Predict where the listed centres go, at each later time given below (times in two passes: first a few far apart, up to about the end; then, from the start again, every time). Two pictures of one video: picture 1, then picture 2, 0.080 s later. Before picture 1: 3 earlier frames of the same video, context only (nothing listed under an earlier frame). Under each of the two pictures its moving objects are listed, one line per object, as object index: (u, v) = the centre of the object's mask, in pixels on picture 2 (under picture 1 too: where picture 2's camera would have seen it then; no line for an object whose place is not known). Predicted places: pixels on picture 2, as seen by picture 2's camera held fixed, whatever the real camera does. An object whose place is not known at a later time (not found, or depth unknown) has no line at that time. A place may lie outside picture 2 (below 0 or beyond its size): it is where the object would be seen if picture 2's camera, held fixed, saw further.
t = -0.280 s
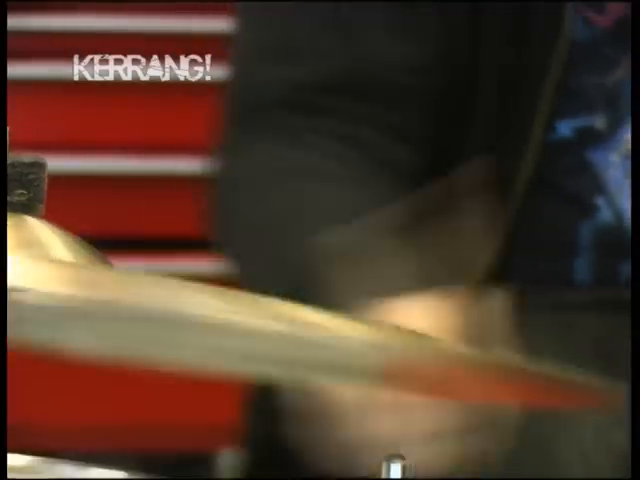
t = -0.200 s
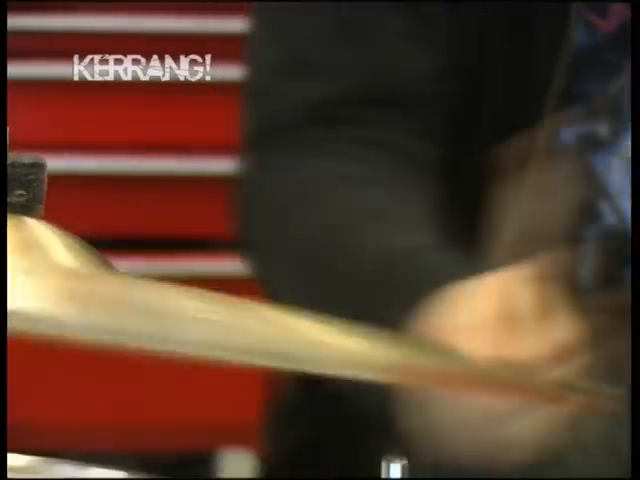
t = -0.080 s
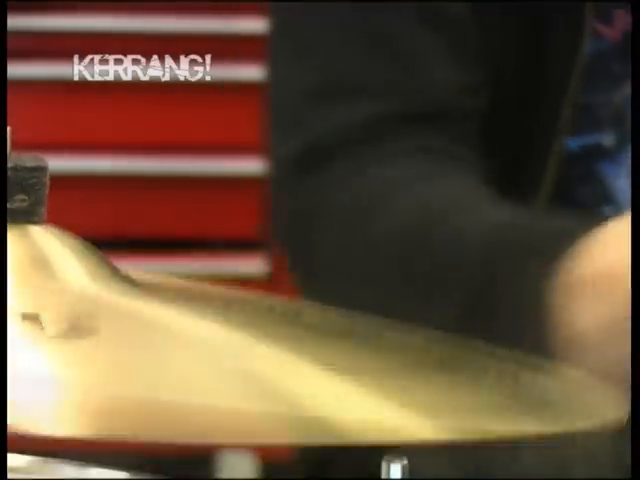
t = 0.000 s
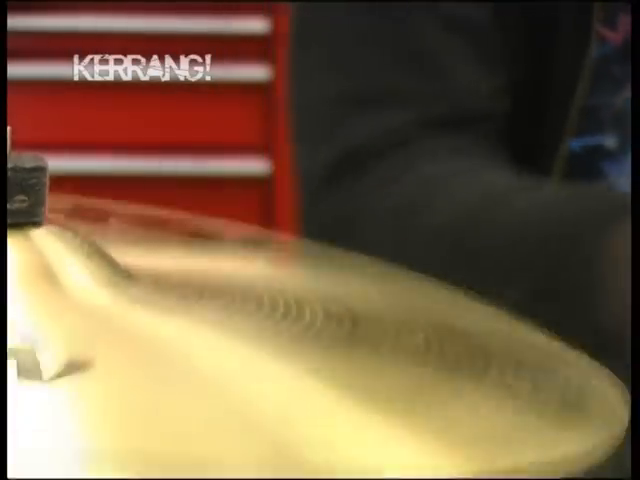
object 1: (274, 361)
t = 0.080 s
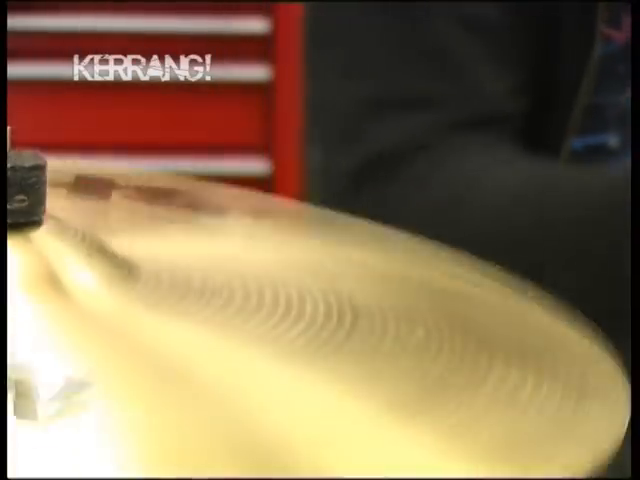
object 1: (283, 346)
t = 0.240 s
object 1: (284, 330)
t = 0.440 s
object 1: (280, 359)
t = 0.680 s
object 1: (241, 343)
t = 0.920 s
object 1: (258, 372)
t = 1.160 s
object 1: (278, 352)
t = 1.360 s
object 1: (281, 349)
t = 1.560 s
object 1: (277, 368)
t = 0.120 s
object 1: (283, 335)
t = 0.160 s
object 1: (283, 331)
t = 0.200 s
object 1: (283, 329)
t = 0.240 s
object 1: (284, 330)
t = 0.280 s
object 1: (284, 331)
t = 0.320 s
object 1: (284, 337)
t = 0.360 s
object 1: (283, 347)
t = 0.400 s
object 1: (284, 350)
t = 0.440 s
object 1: (280, 359)
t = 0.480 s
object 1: (279, 363)
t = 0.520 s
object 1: (273, 372)
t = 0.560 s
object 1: (262, 367)
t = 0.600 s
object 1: (264, 360)
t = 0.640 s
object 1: (254, 348)
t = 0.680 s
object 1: (241, 343)
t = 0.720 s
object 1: (236, 338)
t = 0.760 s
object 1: (240, 341)
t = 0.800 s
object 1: (245, 348)
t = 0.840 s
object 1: (253, 353)
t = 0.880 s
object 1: (256, 362)
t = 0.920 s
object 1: (258, 372)
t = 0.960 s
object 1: (269, 373)
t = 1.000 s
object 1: (273, 375)
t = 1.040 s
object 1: (273, 368)
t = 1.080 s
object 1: (276, 367)
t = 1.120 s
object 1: (277, 358)
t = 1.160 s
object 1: (278, 352)
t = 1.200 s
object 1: (280, 350)
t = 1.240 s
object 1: (281, 349)
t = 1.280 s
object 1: (281, 347)
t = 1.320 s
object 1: (281, 347)
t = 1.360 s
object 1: (281, 349)
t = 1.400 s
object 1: (281, 351)
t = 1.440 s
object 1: (281, 353)
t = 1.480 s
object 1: (278, 357)
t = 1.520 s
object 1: (278, 364)
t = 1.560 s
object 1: (277, 368)
